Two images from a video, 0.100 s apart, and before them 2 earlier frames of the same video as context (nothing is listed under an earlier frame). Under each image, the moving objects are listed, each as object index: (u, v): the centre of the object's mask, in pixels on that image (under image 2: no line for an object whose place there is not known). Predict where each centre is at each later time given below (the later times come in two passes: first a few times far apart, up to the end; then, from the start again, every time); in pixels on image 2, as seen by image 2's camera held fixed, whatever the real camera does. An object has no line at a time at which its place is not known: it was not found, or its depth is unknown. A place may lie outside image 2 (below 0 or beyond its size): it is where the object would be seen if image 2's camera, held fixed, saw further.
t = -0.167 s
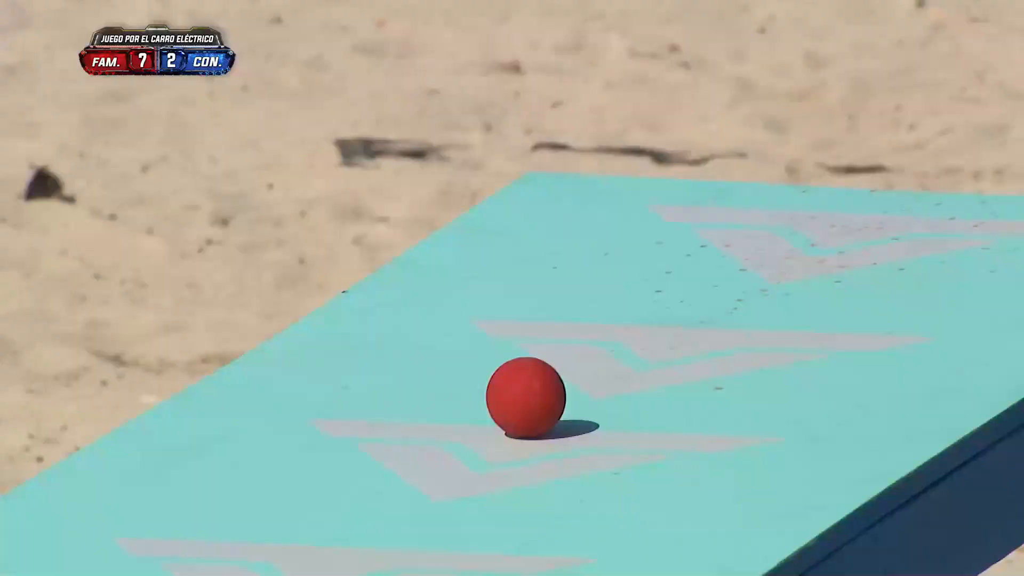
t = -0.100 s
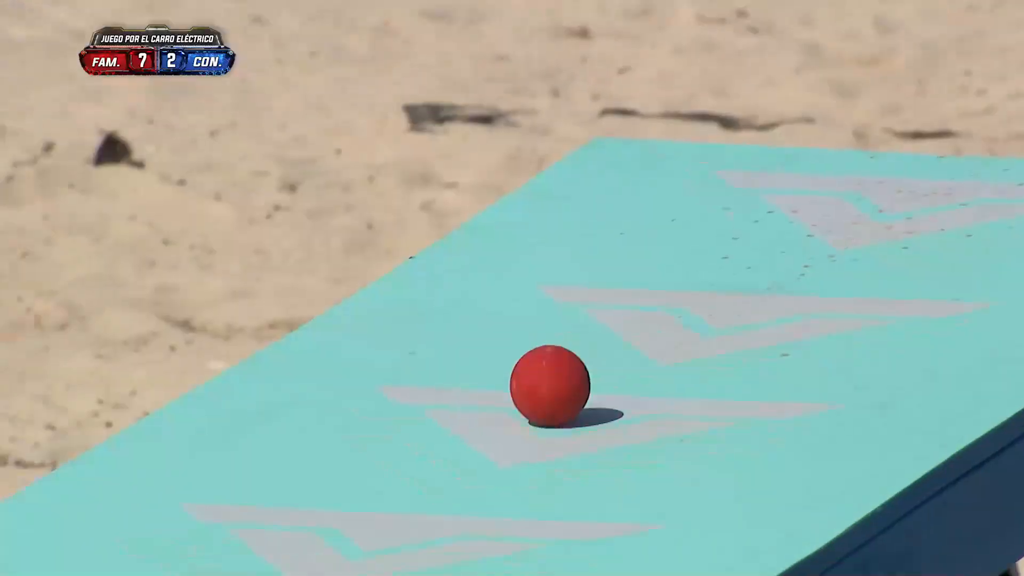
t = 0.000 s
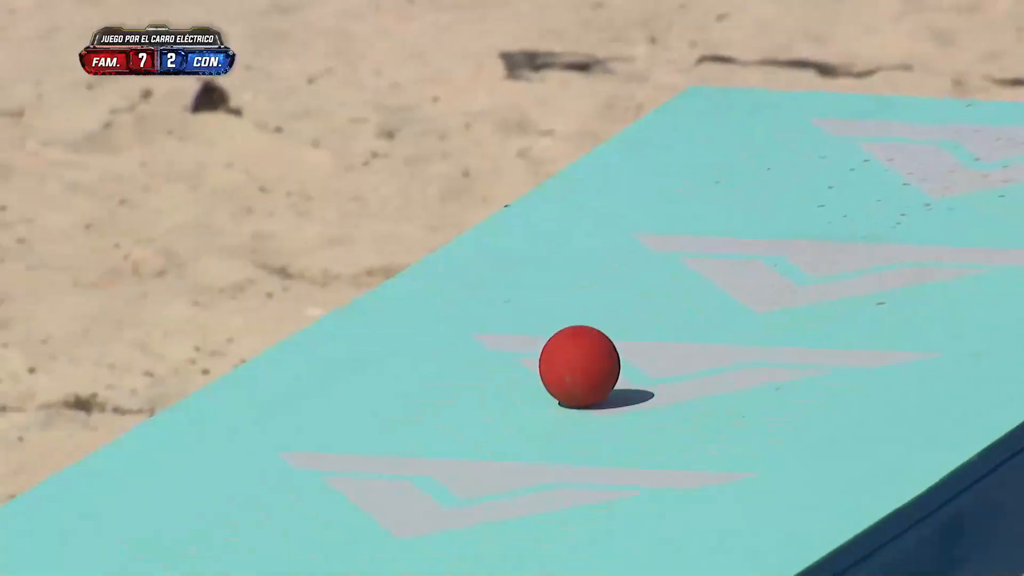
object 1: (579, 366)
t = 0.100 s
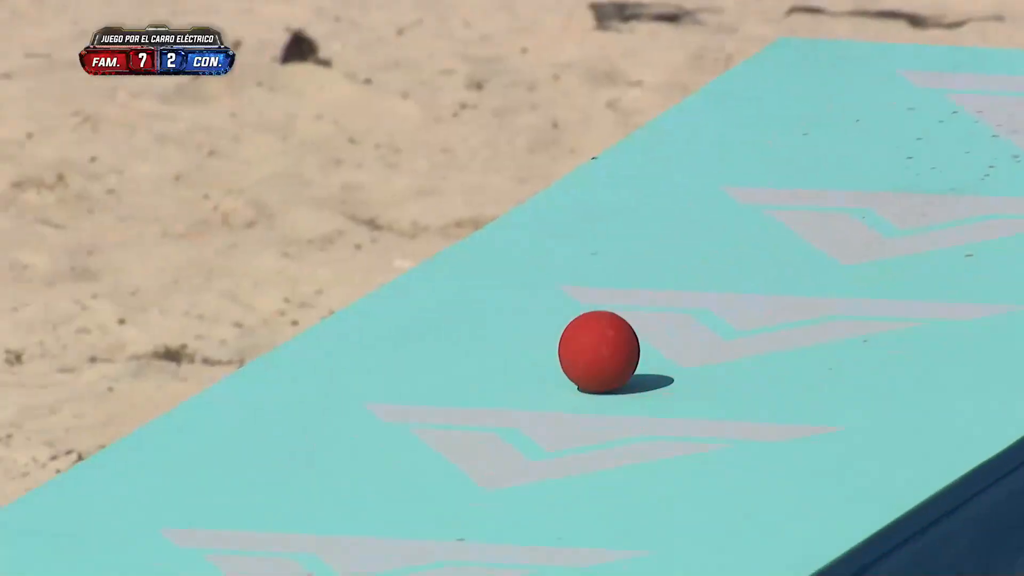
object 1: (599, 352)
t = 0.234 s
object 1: (505, 394)
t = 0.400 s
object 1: (384, 442)
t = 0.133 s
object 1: (576, 362)
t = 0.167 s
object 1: (552, 373)
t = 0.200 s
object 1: (529, 383)
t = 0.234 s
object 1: (505, 394)
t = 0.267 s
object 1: (481, 403)
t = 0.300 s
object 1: (456, 413)
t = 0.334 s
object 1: (432, 423)
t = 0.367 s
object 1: (408, 432)
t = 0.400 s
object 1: (384, 442)
